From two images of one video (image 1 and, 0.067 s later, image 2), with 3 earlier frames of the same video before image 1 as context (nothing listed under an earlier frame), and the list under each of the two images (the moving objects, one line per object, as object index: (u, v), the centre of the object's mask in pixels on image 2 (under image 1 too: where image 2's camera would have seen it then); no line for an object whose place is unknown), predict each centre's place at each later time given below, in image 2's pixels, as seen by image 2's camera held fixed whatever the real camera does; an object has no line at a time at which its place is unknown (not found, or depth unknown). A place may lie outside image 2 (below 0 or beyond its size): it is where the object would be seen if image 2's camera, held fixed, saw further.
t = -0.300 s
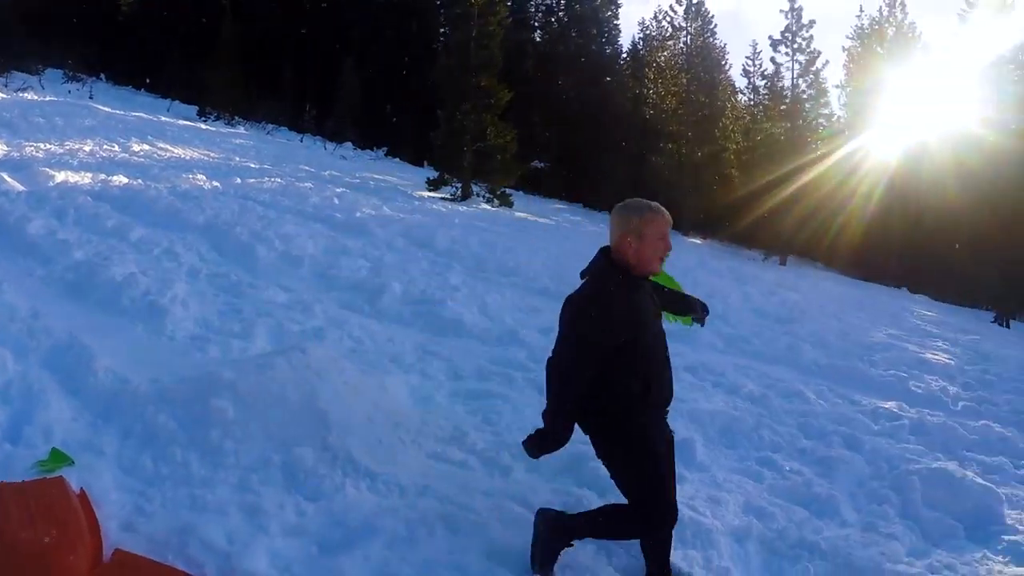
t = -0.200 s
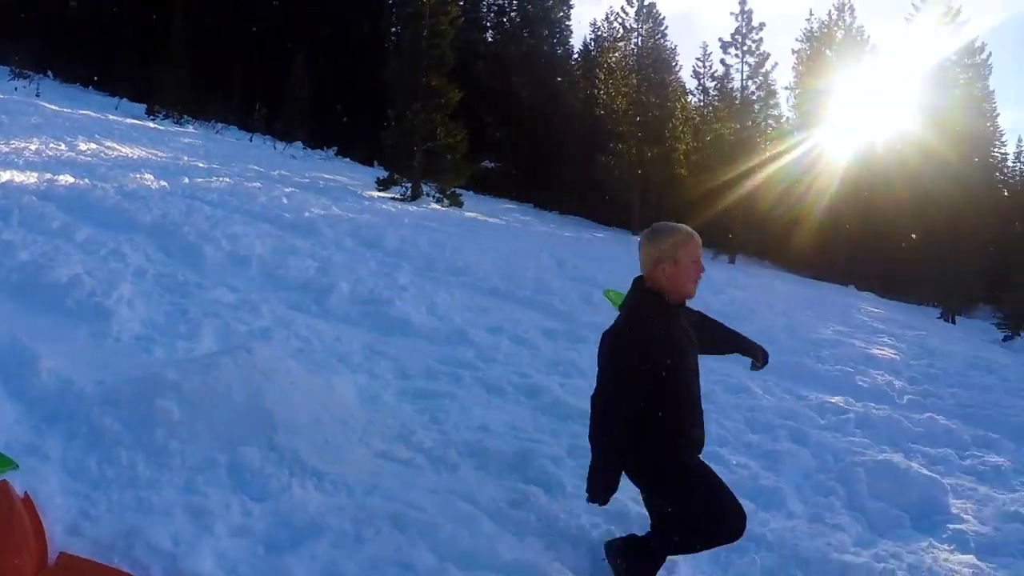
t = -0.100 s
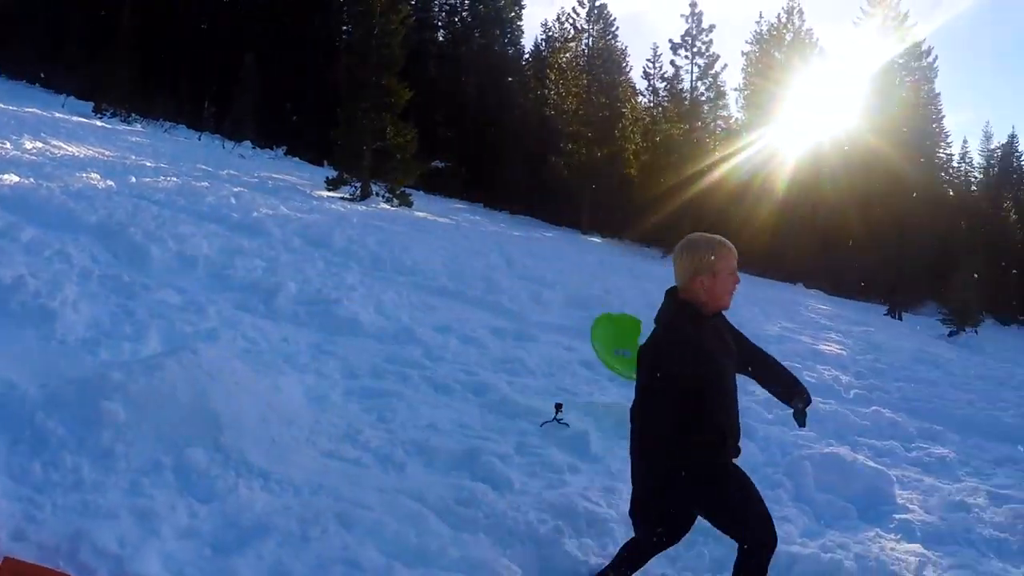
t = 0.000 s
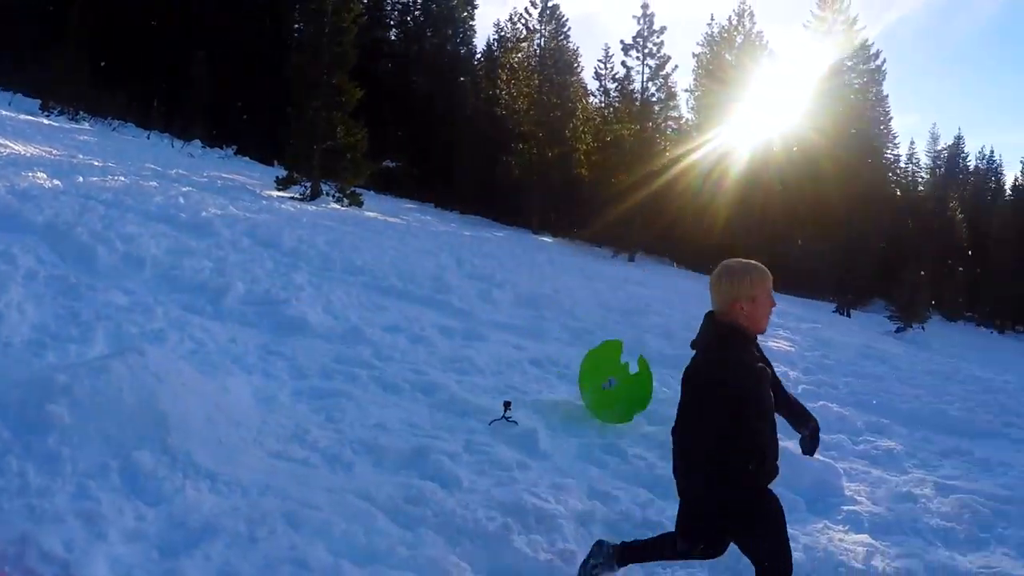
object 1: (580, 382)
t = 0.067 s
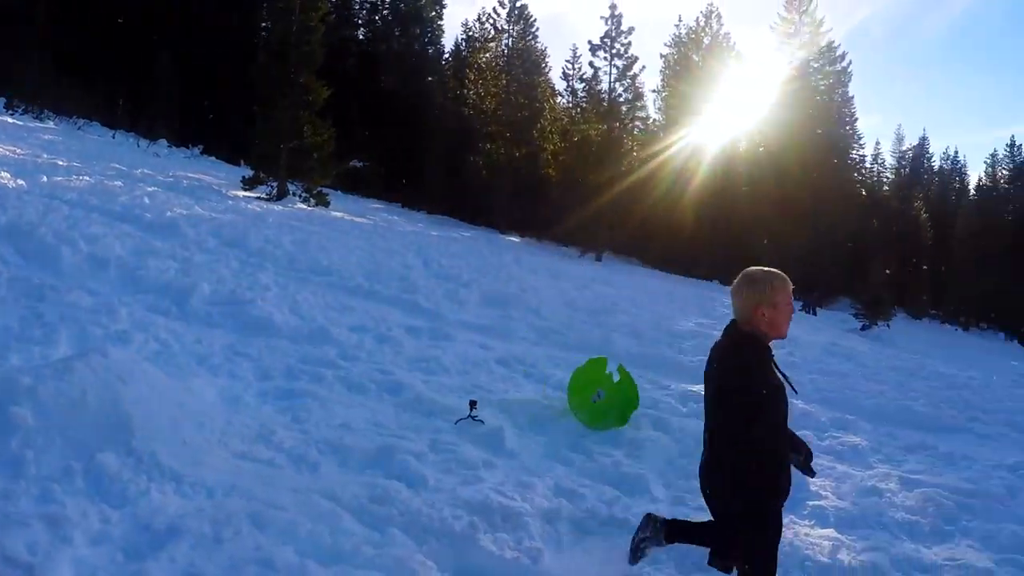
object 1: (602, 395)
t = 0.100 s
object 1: (613, 395)
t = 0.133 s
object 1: (624, 394)
